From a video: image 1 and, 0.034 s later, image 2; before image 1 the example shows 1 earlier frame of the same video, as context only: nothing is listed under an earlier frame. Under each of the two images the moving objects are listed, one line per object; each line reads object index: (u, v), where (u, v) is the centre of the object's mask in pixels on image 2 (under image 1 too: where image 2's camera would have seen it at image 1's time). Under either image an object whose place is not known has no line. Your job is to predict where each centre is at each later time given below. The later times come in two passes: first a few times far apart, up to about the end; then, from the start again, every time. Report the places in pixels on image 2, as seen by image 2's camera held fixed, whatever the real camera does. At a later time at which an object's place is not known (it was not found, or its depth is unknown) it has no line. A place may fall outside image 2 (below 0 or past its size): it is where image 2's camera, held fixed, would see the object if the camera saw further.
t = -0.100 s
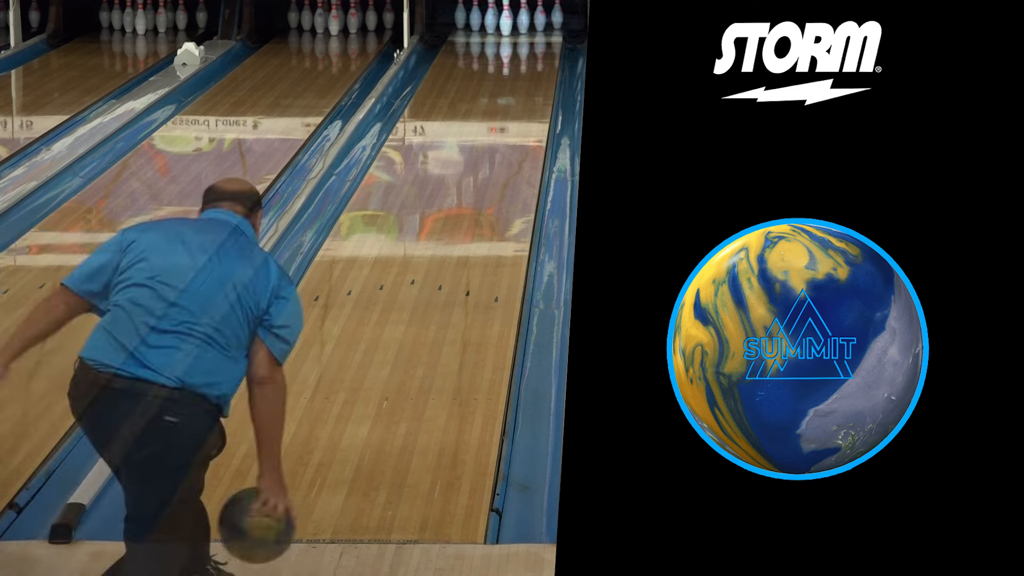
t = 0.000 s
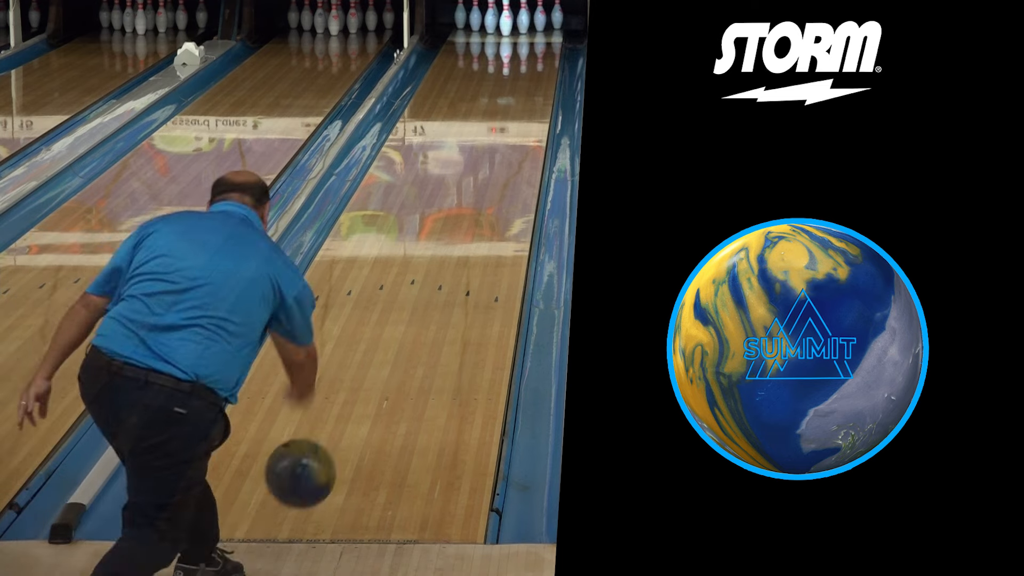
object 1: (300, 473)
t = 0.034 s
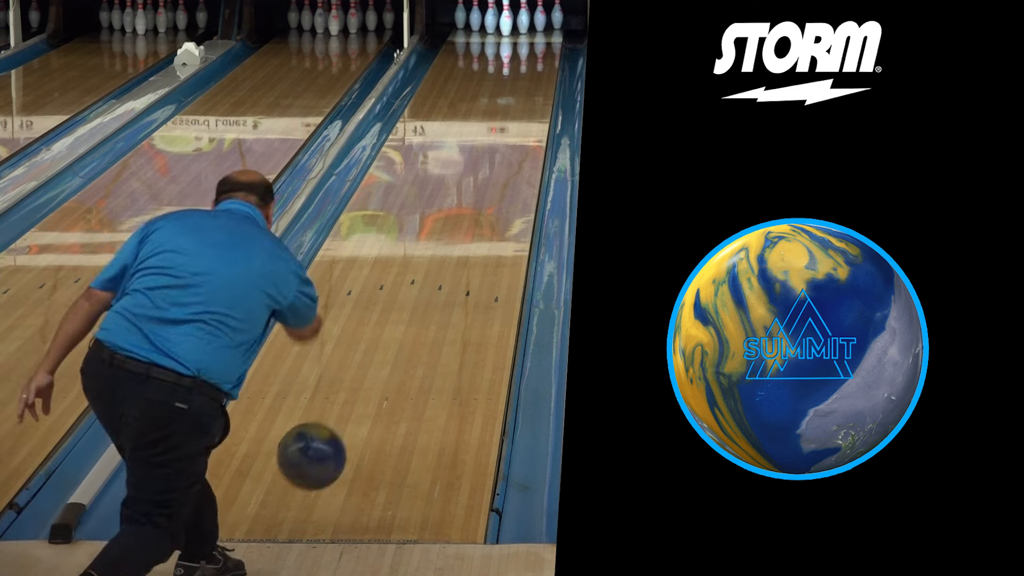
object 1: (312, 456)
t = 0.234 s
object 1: (368, 406)
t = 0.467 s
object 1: (416, 321)
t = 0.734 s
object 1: (456, 248)
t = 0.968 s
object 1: (481, 199)
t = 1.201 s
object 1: (501, 160)
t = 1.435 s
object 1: (516, 128)
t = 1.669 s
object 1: (527, 102)
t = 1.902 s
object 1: (533, 79)
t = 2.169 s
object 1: (532, 57)
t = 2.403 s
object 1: (528, 42)
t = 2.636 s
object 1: (518, 29)
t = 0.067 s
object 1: (322, 442)
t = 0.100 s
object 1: (332, 432)
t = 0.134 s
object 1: (342, 426)
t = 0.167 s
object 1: (351, 424)
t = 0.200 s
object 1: (360, 424)
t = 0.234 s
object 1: (368, 406)
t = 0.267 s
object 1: (376, 390)
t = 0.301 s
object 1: (383, 377)
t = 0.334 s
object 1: (390, 368)
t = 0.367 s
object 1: (397, 355)
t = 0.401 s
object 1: (404, 344)
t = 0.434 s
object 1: (410, 333)
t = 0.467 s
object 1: (416, 321)
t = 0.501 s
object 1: (422, 311)
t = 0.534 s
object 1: (427, 301)
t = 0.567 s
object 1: (432, 291)
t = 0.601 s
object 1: (437, 282)
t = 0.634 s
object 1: (442, 273)
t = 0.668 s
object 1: (446, 264)
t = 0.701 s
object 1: (451, 256)
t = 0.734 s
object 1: (456, 248)
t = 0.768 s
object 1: (460, 240)
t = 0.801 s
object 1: (463, 232)
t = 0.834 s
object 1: (467, 225)
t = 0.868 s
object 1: (471, 218)
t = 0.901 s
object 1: (474, 212)
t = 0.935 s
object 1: (478, 205)
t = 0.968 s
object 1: (481, 199)
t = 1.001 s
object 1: (484, 193)
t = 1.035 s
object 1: (487, 187)
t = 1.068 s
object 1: (490, 182)
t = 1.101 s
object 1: (493, 176)
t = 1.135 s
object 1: (496, 171)
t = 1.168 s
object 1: (499, 165)
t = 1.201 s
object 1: (501, 160)
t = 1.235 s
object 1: (504, 155)
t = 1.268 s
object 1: (506, 150)
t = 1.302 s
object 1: (508, 146)
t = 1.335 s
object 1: (510, 141)
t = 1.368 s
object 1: (513, 137)
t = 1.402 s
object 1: (515, 132)
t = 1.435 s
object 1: (516, 128)
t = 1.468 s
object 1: (518, 124)
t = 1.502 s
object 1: (520, 120)
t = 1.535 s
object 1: (522, 116)
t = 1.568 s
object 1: (523, 113)
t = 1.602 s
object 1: (525, 109)
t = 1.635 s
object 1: (525, 105)
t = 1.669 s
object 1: (527, 102)
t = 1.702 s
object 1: (528, 98)
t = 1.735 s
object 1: (529, 95)
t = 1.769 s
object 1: (529, 92)
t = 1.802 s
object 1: (531, 88)
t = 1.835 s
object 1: (531, 85)
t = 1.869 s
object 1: (532, 83)
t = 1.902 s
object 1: (533, 79)
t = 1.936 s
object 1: (533, 76)
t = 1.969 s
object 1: (533, 73)
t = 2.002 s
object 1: (534, 70)
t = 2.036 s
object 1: (534, 68)
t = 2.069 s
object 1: (533, 65)
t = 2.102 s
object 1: (534, 63)
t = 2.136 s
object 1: (532, 60)
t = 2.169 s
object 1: (532, 57)
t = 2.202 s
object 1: (532, 55)
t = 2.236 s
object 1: (531, 53)
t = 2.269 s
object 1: (531, 50)
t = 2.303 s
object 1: (530, 48)
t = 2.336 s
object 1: (529, 46)
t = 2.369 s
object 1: (528, 45)
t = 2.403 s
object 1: (528, 42)
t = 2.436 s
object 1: (527, 40)
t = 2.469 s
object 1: (525, 38)
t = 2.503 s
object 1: (524, 36)
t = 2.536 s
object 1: (522, 34)
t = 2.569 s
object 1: (521, 33)
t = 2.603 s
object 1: (519, 30)
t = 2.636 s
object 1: (518, 29)
